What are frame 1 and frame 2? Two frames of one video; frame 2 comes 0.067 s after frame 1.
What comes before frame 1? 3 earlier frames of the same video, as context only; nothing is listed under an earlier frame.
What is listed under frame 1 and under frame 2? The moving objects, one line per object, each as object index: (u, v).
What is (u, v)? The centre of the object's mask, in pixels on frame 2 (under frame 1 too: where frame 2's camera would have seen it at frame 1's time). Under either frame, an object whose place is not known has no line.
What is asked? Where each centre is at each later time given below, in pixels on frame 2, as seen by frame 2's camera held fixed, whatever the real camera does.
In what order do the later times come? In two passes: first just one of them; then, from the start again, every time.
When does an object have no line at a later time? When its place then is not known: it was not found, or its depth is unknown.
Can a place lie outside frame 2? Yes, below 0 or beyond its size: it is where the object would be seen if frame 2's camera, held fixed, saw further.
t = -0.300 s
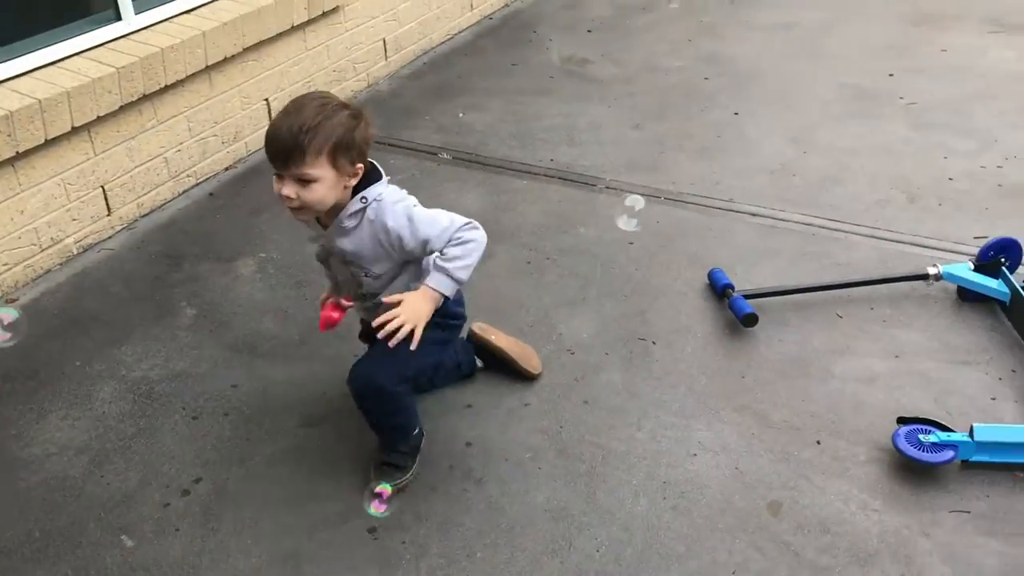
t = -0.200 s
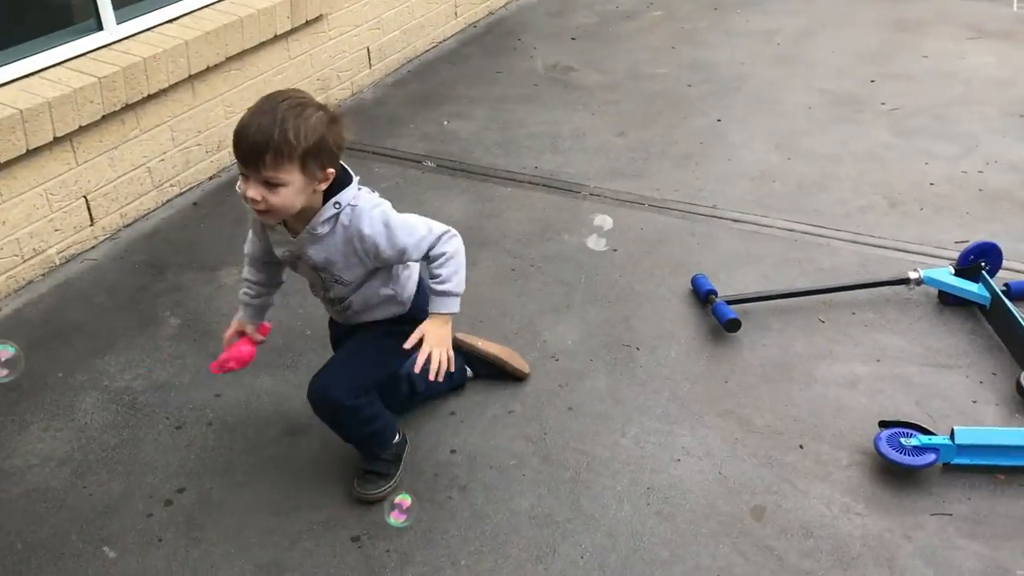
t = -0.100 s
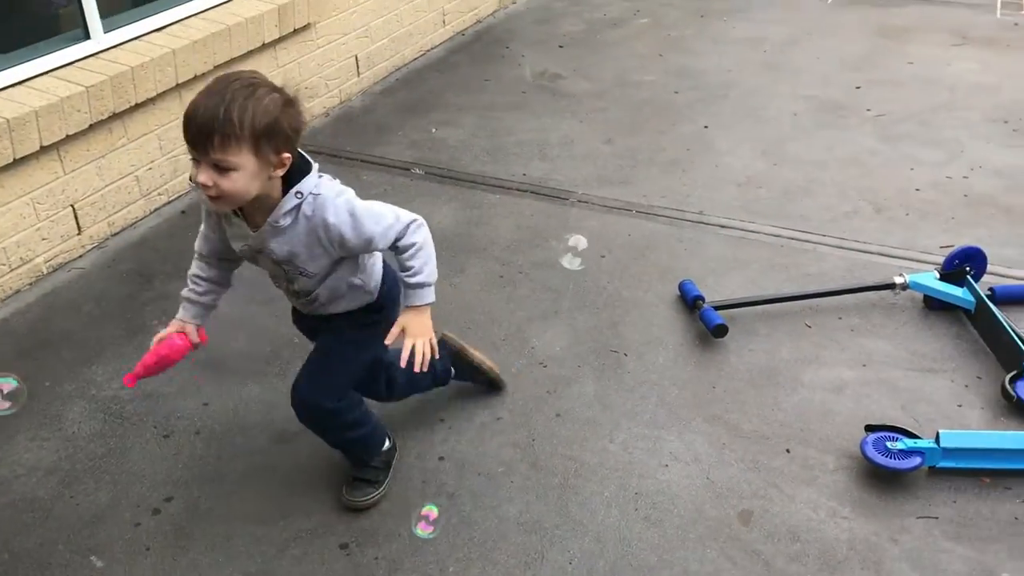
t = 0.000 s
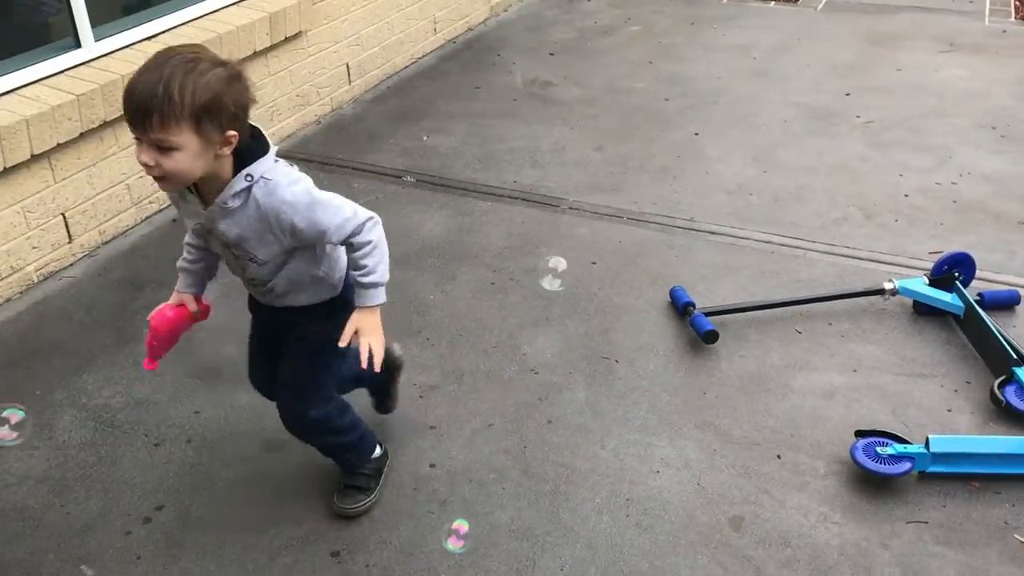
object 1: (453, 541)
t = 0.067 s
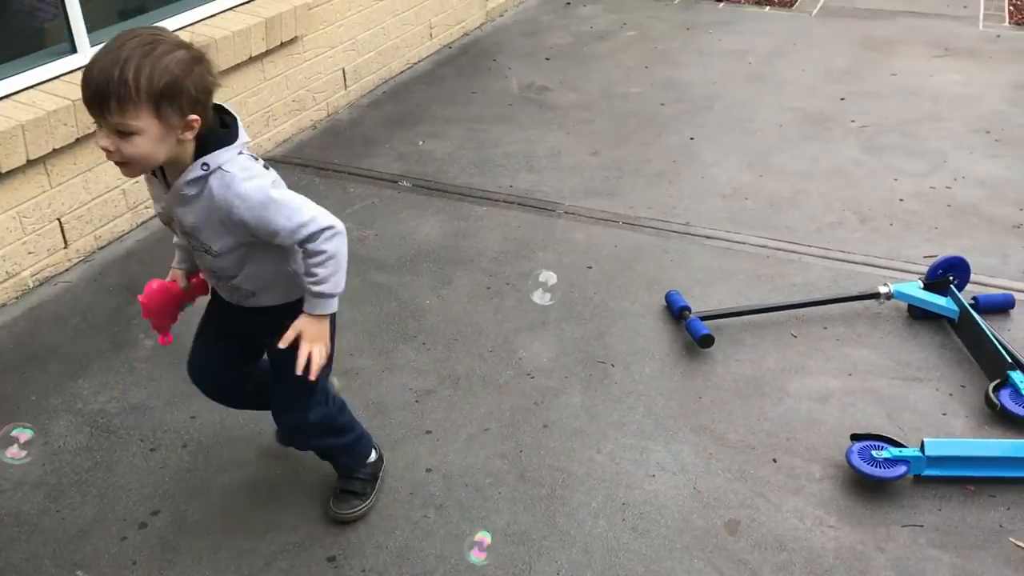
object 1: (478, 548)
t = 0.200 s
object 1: (537, 562)
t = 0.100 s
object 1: (492, 553)
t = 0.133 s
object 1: (506, 557)
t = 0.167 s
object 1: (522, 560)
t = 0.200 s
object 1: (537, 562)
